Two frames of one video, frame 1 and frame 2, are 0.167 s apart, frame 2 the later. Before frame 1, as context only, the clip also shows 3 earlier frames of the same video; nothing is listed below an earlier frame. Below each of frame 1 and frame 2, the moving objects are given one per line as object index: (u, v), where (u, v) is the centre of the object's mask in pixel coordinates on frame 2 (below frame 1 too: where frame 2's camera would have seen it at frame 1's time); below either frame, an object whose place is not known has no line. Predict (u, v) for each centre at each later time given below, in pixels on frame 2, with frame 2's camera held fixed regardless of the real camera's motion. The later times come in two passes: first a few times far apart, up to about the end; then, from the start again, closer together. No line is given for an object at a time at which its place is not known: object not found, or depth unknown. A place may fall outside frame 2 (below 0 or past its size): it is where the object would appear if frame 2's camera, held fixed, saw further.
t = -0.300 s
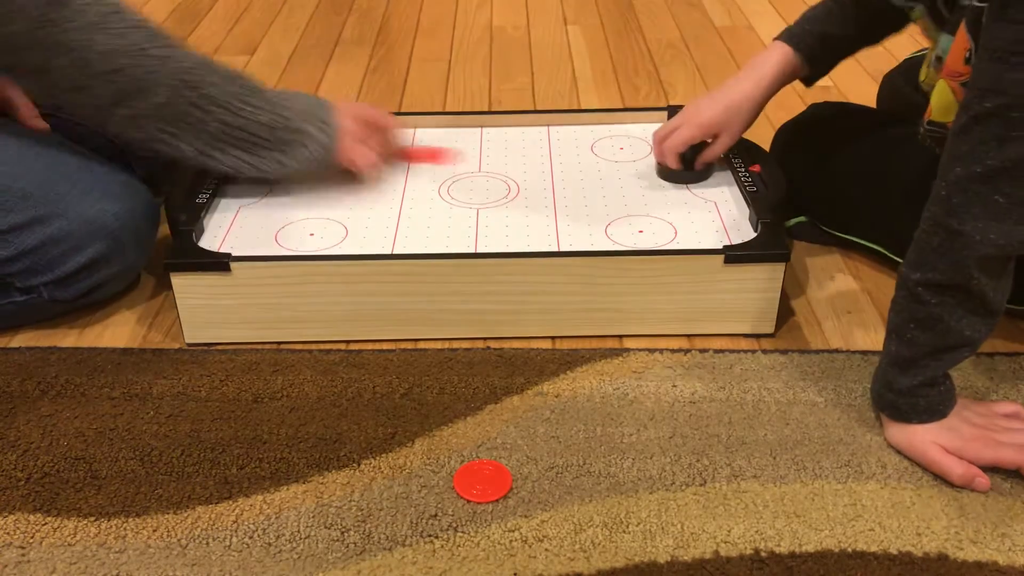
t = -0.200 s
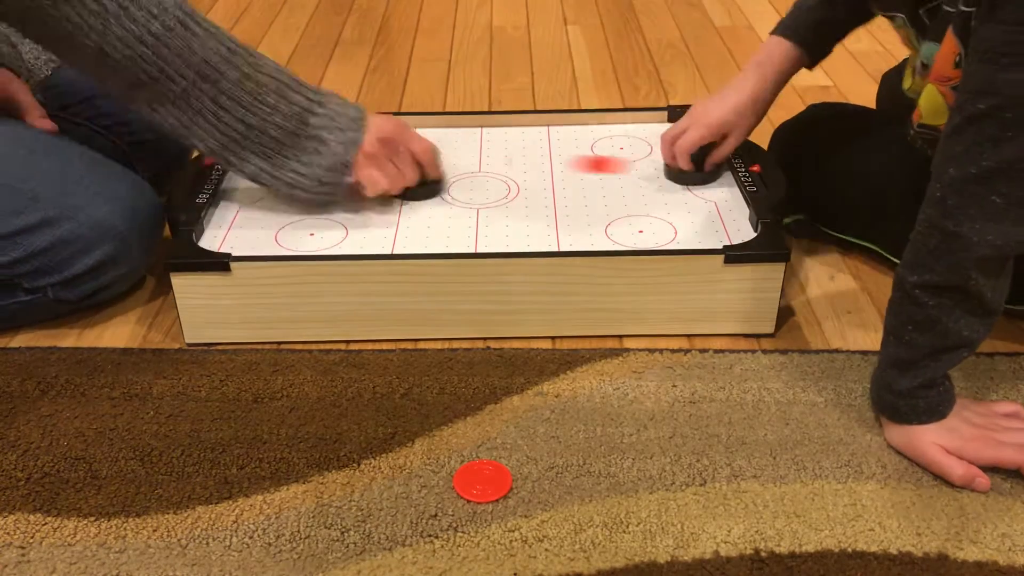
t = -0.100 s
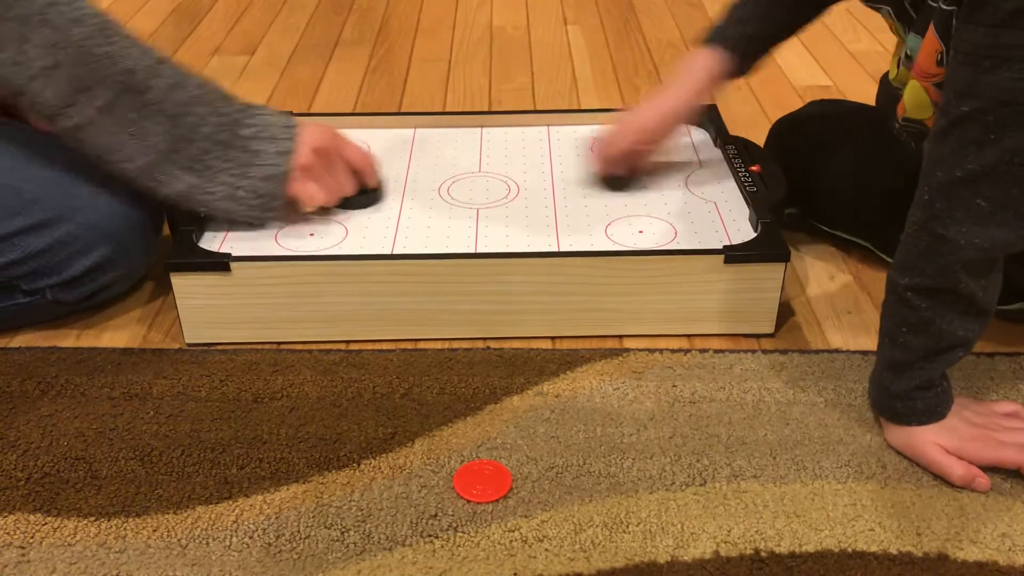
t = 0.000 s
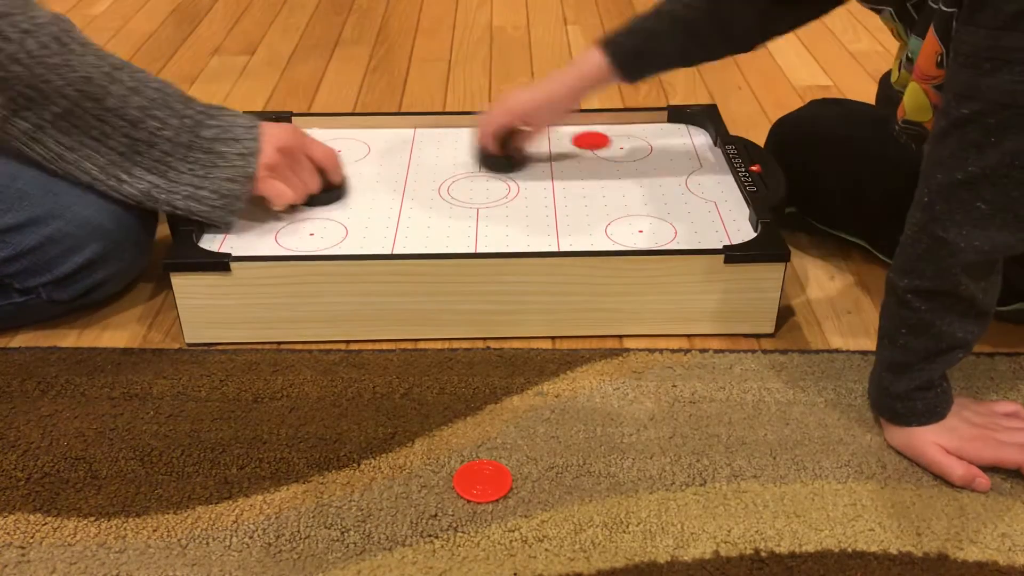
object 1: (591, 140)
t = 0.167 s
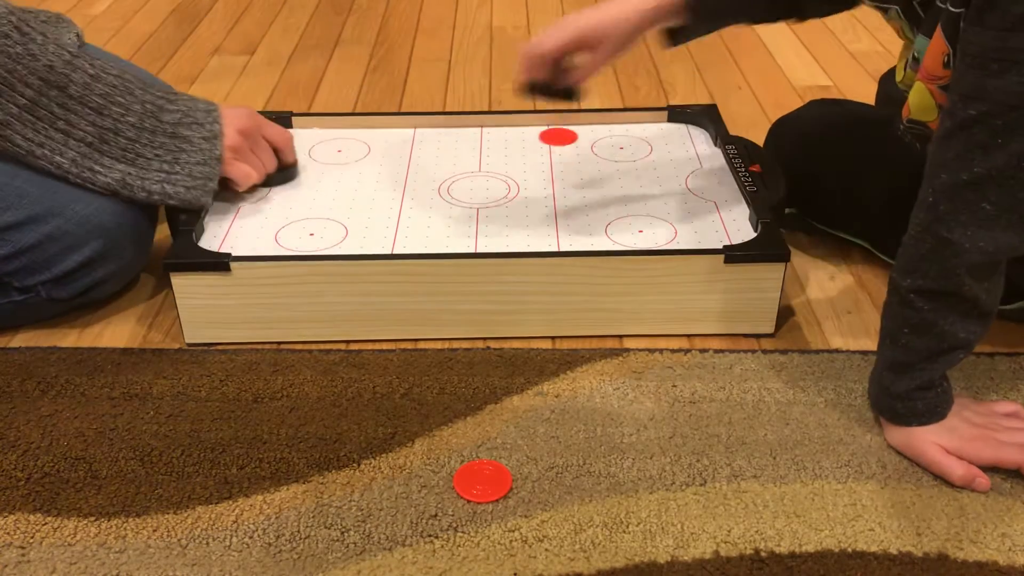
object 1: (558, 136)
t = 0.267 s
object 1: (548, 140)
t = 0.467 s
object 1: (515, 150)
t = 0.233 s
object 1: (553, 138)
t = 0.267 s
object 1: (548, 140)
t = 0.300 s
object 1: (542, 141)
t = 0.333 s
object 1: (537, 143)
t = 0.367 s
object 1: (531, 144)
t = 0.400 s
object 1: (526, 146)
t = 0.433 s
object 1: (521, 148)
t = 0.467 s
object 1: (515, 150)
